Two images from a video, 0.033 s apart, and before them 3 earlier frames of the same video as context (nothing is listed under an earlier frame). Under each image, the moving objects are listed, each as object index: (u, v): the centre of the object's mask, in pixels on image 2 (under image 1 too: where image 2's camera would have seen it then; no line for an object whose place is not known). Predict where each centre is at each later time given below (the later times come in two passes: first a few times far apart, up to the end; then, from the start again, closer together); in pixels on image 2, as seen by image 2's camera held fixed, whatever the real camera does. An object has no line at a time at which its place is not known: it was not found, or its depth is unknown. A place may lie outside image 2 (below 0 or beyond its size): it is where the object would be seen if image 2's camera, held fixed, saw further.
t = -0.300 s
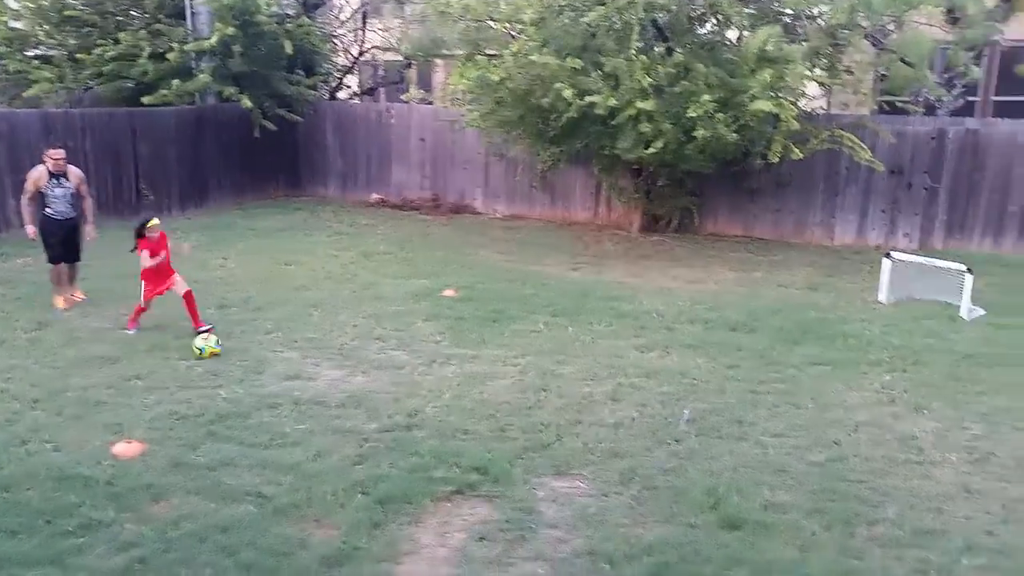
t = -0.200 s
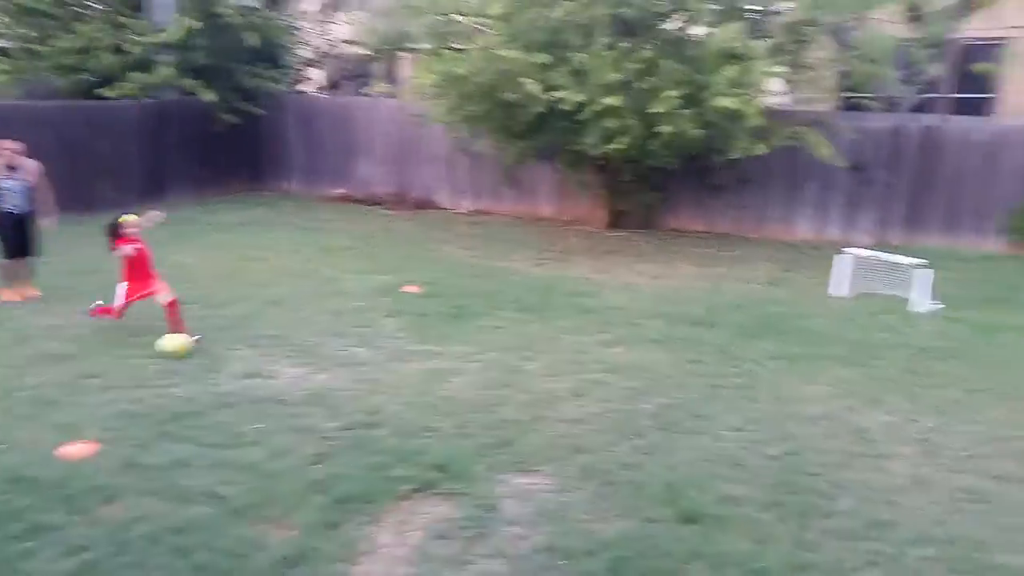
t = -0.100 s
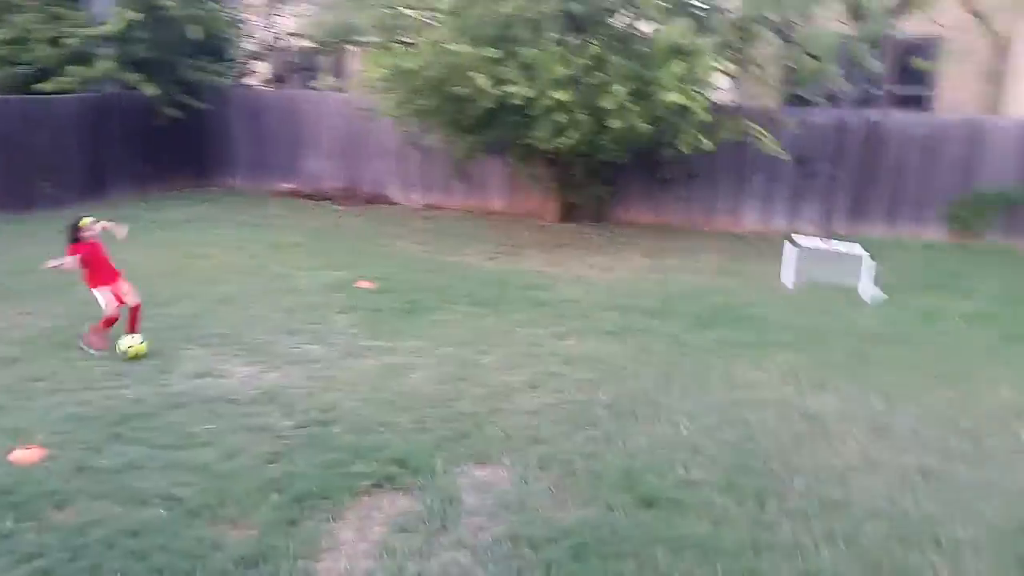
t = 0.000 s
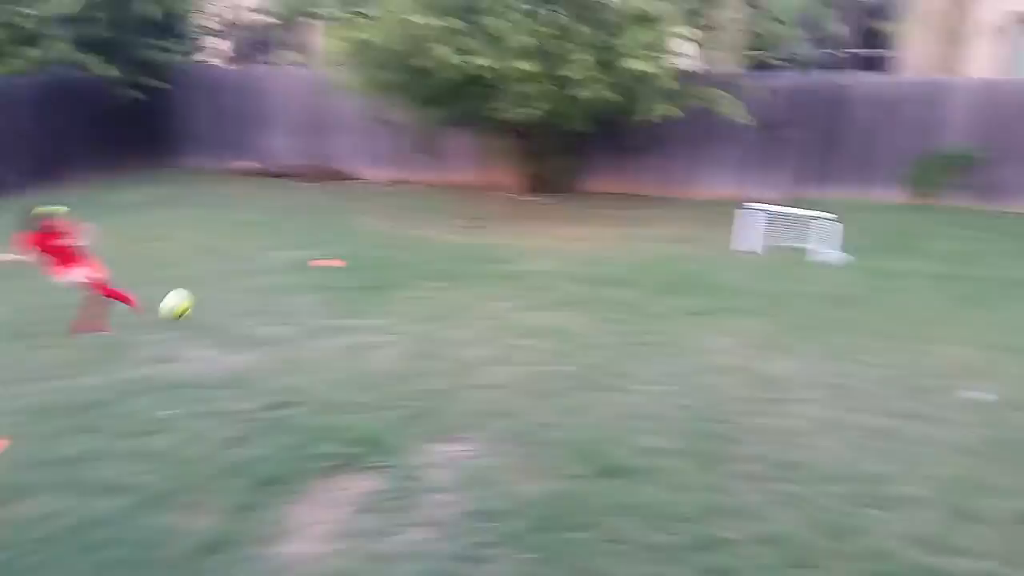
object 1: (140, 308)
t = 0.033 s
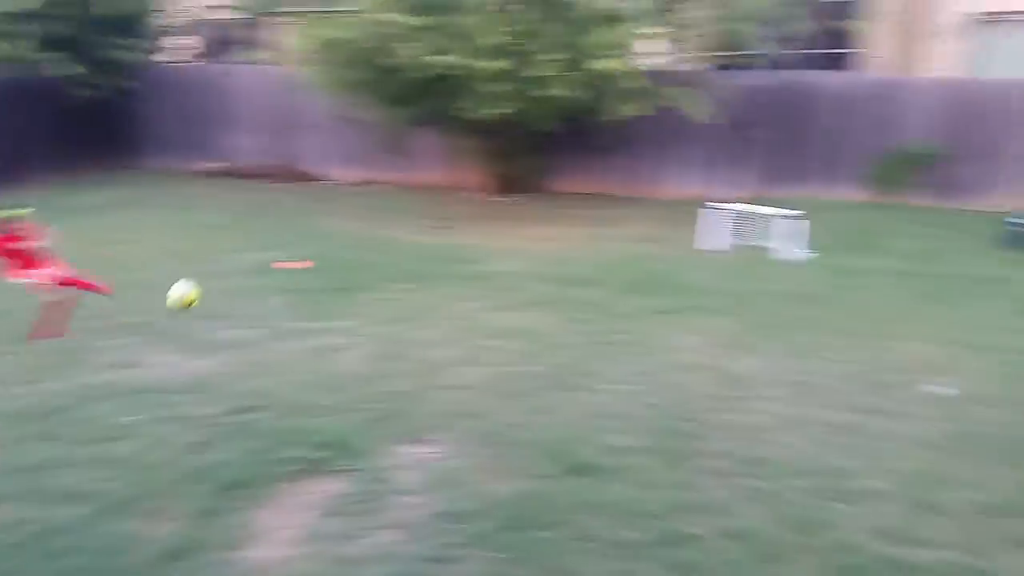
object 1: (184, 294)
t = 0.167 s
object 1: (376, 251)
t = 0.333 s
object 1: (651, 227)
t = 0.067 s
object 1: (228, 281)
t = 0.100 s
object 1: (276, 270)
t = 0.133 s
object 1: (326, 260)
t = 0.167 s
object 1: (376, 251)
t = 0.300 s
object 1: (594, 228)
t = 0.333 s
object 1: (651, 227)
